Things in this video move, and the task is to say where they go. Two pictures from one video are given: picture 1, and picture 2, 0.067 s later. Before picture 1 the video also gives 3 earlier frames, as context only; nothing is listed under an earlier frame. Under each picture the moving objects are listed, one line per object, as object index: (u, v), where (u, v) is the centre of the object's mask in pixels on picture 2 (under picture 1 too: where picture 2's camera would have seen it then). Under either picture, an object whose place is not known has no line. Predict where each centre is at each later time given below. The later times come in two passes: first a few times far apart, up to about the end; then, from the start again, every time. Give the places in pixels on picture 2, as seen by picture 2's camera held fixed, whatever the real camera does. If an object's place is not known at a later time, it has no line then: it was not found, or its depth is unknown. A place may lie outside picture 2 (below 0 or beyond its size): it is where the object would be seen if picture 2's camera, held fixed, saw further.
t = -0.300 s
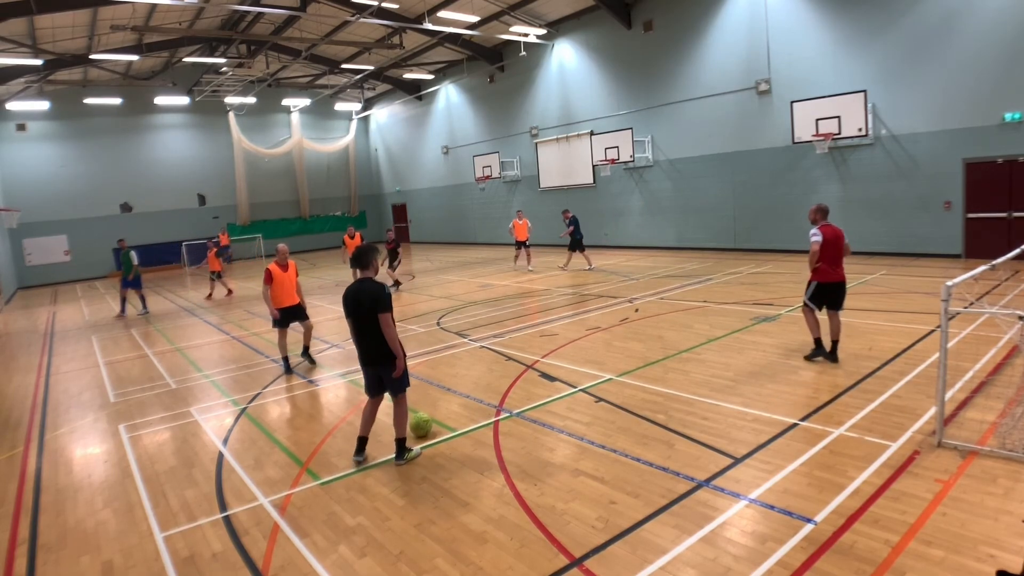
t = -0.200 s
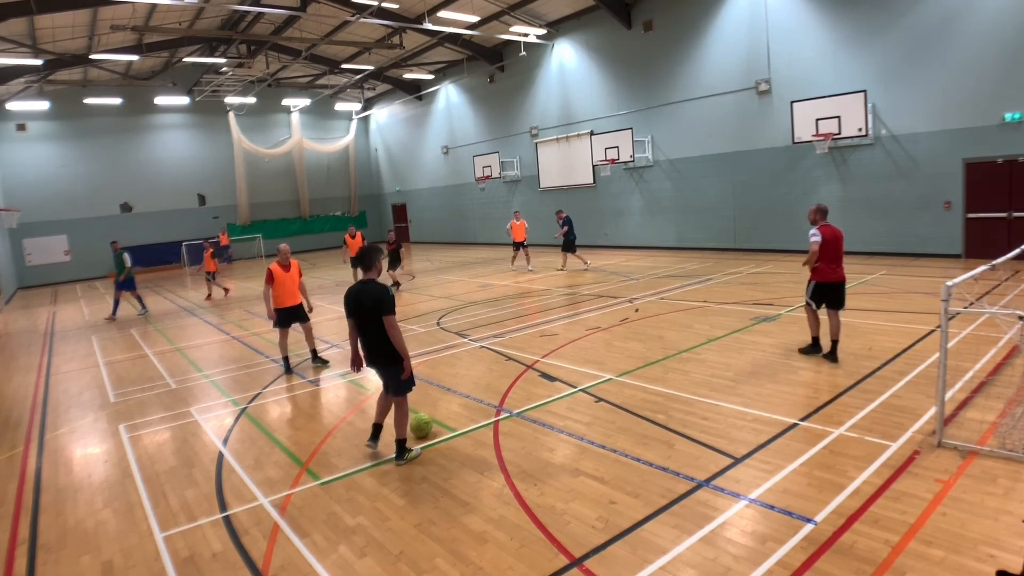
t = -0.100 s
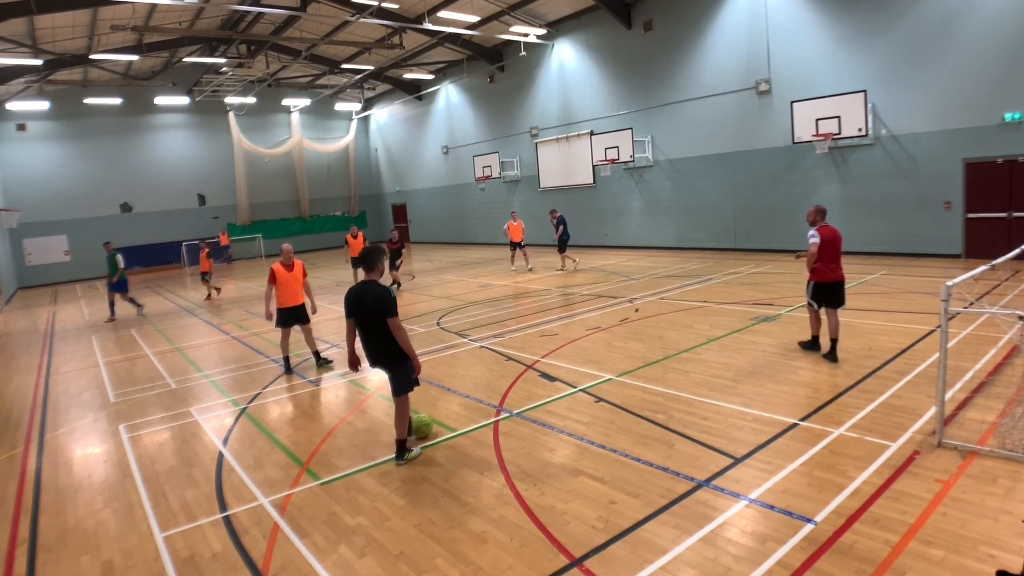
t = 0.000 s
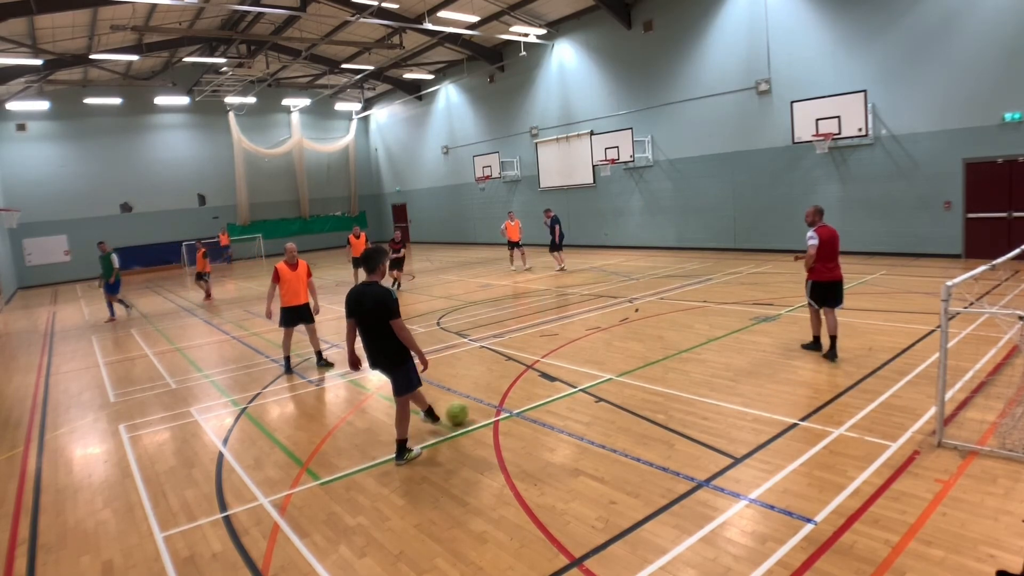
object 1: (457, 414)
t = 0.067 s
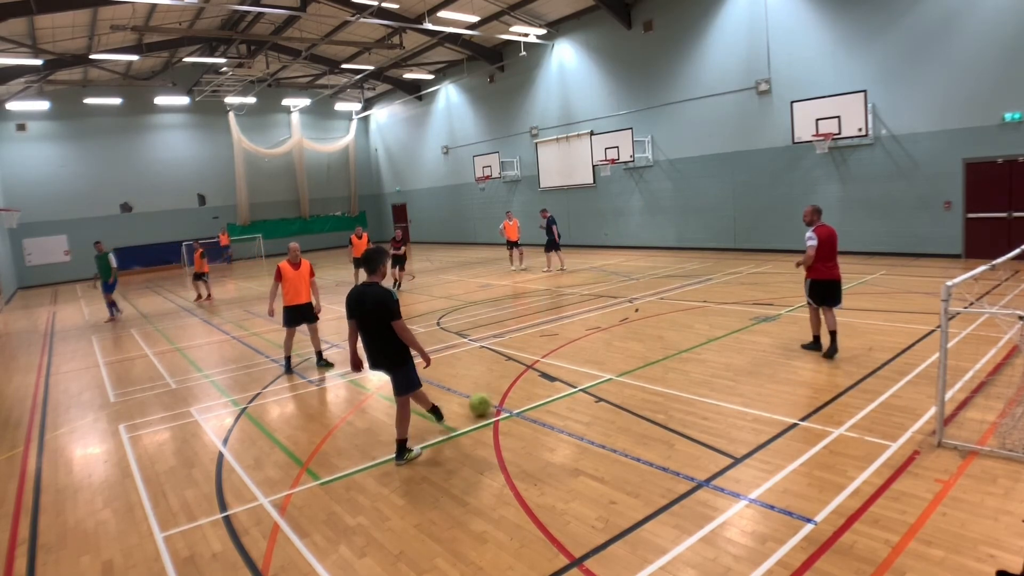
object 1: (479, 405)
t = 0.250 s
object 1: (532, 387)
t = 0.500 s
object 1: (583, 369)
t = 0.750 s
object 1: (620, 356)
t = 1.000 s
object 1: (650, 345)
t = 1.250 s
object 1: (677, 335)
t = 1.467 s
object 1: (698, 328)
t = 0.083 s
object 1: (485, 404)
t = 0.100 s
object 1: (490, 402)
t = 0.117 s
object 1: (496, 400)
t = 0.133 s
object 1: (500, 398)
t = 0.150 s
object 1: (505, 396)
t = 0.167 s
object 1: (510, 394)
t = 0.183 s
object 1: (515, 393)
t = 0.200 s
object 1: (519, 391)
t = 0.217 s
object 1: (524, 390)
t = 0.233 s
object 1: (528, 388)
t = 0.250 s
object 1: (532, 387)
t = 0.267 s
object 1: (536, 386)
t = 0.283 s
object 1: (540, 384)
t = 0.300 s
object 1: (544, 382)
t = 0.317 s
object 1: (548, 381)
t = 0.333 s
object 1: (552, 380)
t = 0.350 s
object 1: (555, 378)
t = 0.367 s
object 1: (559, 377)
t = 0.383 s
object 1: (563, 376)
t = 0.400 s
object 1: (565, 375)
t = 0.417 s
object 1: (569, 374)
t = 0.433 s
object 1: (572, 373)
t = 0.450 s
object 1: (575, 372)
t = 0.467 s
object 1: (578, 371)
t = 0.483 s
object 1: (580, 370)
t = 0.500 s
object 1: (583, 369)
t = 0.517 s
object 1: (586, 368)
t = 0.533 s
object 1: (589, 367)
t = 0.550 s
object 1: (592, 366)
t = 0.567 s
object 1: (594, 365)
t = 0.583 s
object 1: (597, 364)
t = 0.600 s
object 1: (599, 363)
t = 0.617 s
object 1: (602, 362)
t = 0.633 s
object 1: (604, 362)
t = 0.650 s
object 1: (606, 361)
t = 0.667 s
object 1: (608, 360)
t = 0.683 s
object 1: (611, 359)
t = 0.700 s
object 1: (613, 359)
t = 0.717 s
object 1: (615, 358)
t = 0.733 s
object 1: (617, 357)
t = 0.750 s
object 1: (620, 356)
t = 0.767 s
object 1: (622, 355)
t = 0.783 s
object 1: (624, 354)
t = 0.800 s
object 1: (626, 353)
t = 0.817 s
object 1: (628, 353)
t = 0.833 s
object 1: (631, 352)
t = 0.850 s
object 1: (633, 351)
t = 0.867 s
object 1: (635, 351)
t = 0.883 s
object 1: (637, 350)
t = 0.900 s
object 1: (639, 349)
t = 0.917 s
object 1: (641, 348)
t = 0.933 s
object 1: (643, 348)
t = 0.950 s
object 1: (645, 347)
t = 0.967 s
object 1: (647, 346)
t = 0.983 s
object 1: (648, 346)
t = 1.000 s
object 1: (650, 345)
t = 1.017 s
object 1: (653, 344)
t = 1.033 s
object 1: (654, 344)
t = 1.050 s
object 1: (656, 343)
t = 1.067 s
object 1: (658, 342)
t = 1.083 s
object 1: (660, 342)
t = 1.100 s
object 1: (662, 341)
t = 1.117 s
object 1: (664, 340)
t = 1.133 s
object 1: (665, 340)
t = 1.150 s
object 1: (667, 339)
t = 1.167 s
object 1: (669, 338)
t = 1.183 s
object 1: (671, 338)
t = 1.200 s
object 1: (672, 337)
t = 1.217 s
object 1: (674, 336)
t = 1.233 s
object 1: (676, 336)
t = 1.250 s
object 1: (677, 335)
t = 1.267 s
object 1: (679, 334)
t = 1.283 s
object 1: (681, 334)
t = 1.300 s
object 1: (682, 333)
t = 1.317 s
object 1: (684, 333)
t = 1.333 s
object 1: (686, 332)
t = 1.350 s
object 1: (687, 332)
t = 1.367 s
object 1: (689, 331)
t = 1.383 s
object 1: (690, 331)
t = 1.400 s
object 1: (692, 330)
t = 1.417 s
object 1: (693, 329)
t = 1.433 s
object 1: (695, 329)
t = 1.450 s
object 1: (697, 328)
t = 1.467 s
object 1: (698, 328)
